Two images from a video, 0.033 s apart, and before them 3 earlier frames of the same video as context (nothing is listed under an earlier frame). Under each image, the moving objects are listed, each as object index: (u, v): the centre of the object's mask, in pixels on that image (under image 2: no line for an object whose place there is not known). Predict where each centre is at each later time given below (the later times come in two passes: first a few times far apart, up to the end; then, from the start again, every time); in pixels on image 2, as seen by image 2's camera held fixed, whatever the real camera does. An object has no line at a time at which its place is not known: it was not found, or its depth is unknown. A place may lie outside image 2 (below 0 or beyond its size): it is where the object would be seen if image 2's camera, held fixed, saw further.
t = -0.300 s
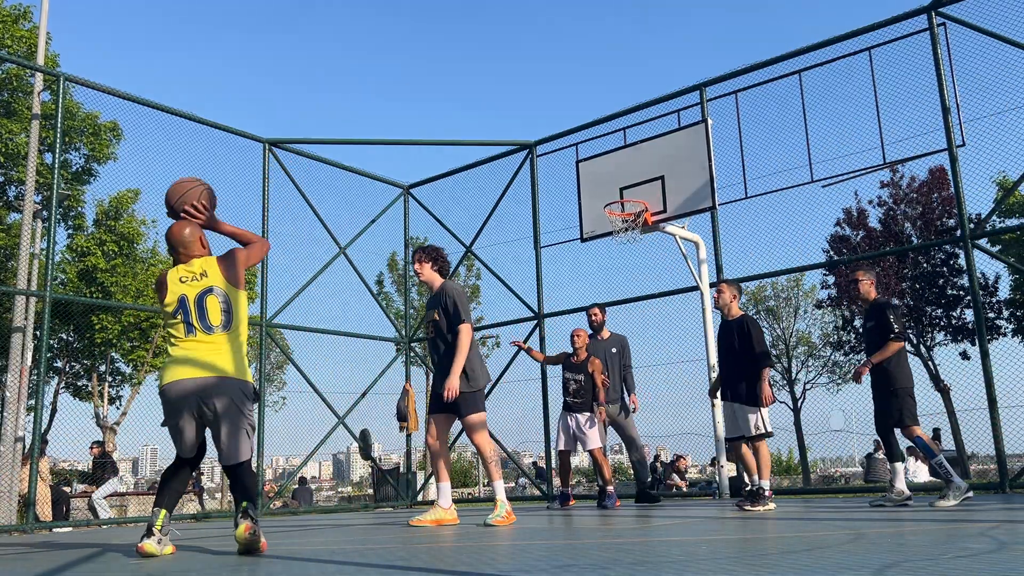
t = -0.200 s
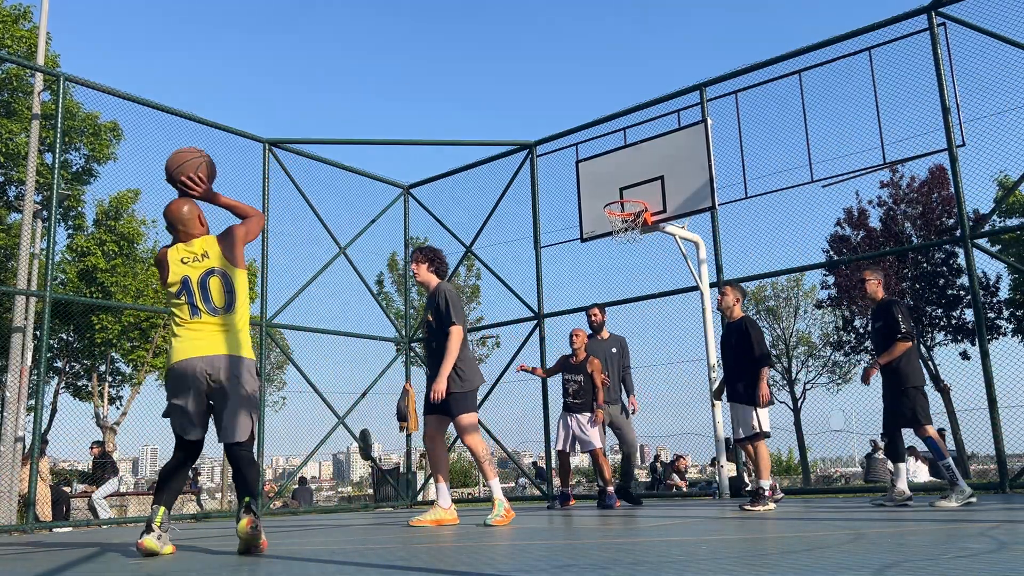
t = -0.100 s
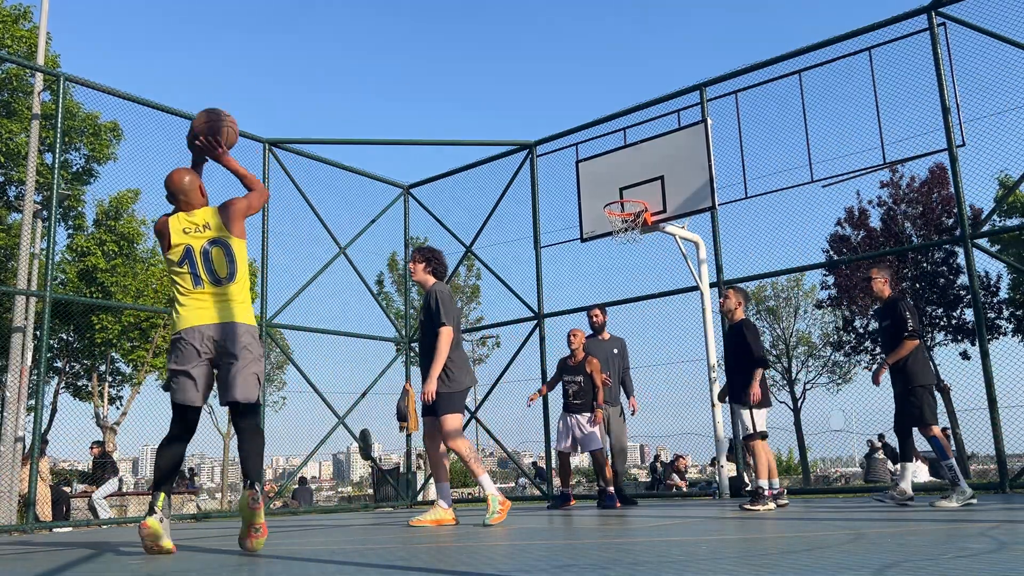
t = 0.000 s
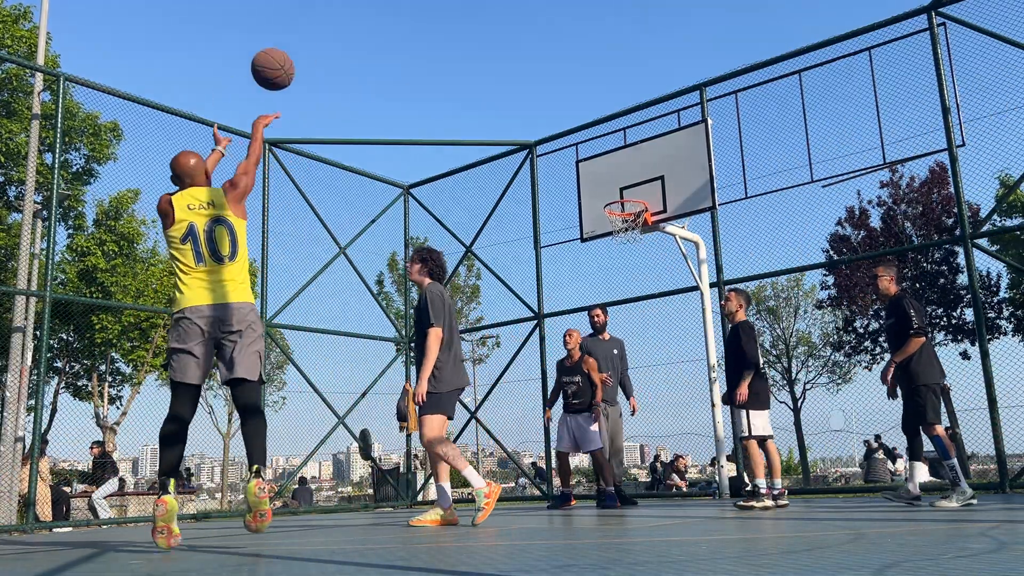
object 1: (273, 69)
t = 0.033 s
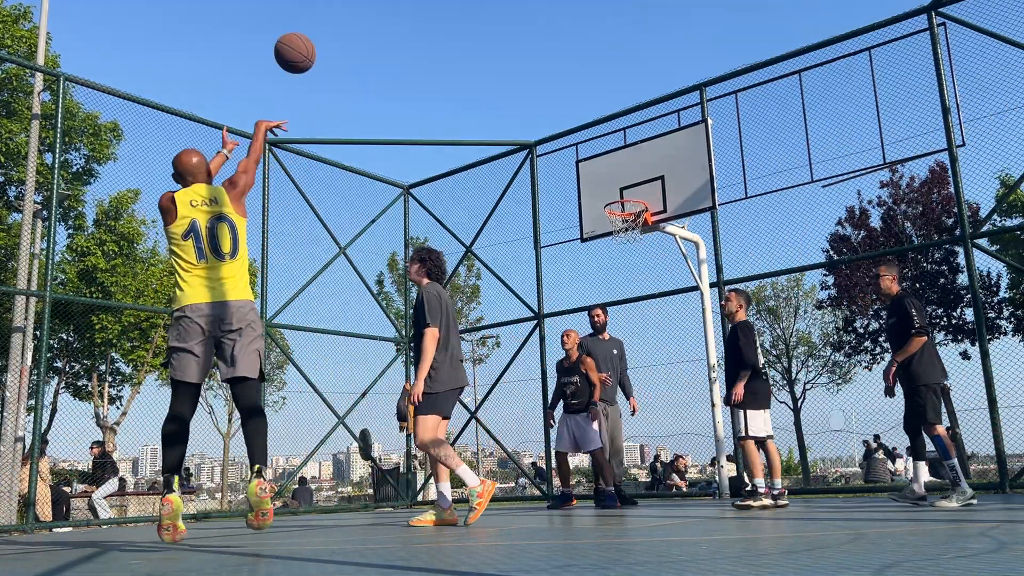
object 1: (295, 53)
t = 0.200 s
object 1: (386, 11)
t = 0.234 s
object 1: (401, 9)
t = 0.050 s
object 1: (305, 46)
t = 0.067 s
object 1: (315, 40)
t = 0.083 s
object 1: (325, 34)
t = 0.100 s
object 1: (335, 29)
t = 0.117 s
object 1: (344, 24)
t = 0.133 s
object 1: (353, 20)
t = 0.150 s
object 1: (361, 17)
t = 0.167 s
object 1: (370, 15)
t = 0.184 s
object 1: (378, 13)
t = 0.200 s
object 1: (386, 11)
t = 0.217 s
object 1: (393, 10)
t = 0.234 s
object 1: (401, 9)
